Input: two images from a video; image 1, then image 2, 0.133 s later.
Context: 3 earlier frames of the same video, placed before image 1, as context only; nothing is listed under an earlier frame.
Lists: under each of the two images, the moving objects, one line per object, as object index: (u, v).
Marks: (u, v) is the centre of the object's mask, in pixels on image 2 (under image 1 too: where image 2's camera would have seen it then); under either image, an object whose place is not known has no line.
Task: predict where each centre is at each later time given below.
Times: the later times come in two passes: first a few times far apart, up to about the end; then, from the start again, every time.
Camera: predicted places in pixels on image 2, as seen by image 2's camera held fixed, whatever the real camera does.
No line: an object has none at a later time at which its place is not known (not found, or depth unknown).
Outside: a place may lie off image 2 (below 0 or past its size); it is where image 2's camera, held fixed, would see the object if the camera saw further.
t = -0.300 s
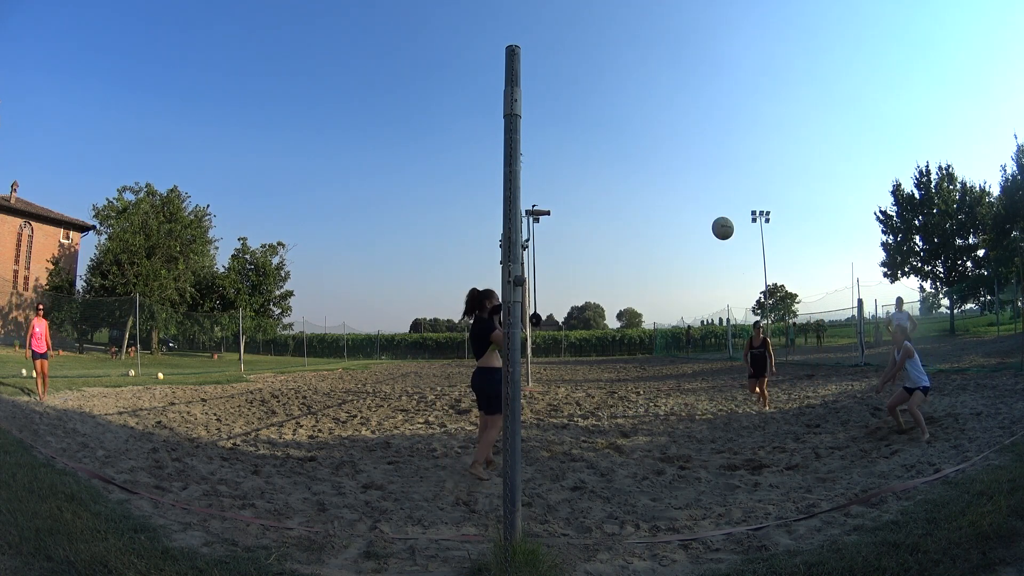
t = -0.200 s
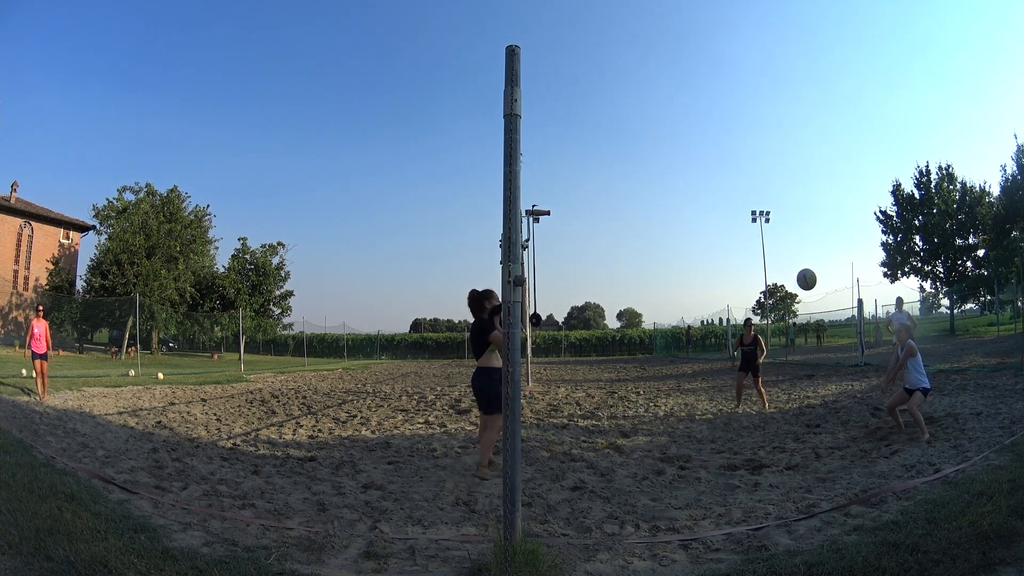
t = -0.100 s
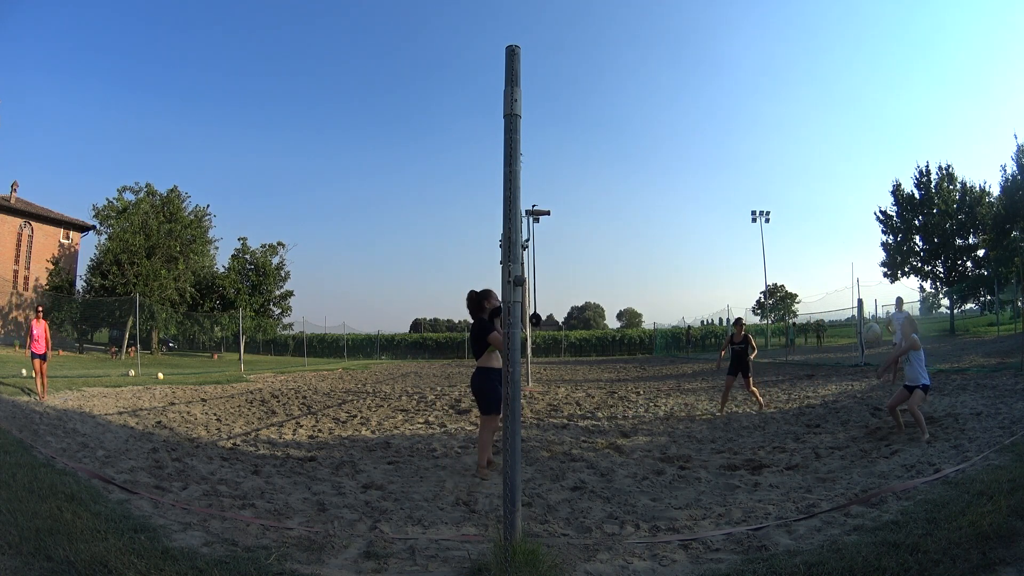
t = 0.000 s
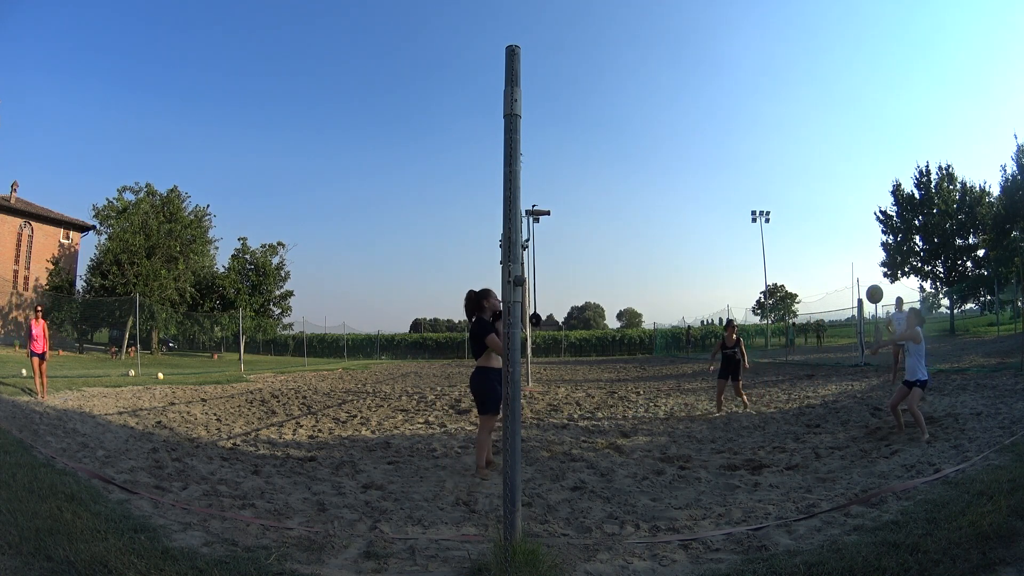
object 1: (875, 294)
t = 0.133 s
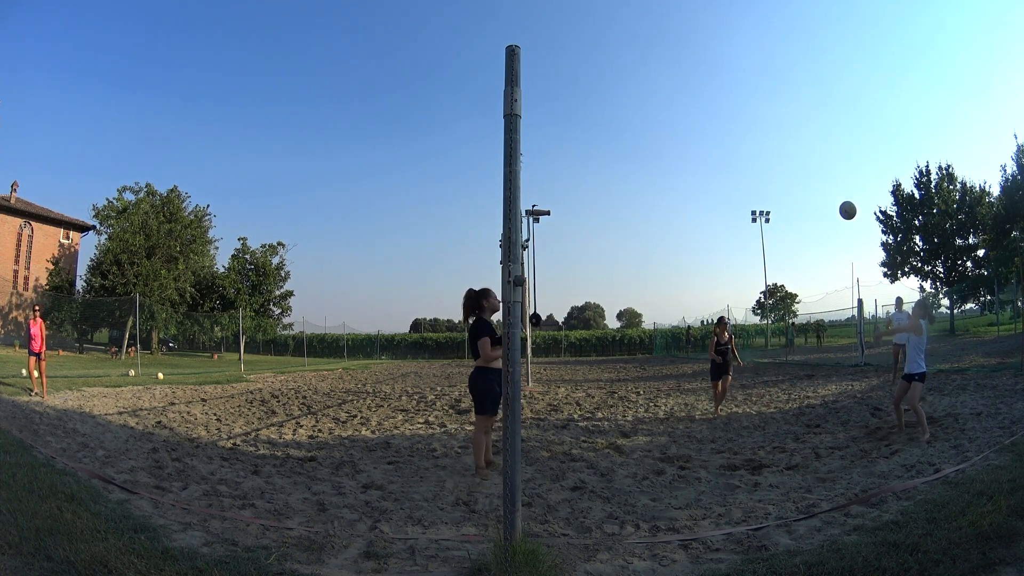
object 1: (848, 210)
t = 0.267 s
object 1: (820, 147)
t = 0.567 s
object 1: (767, 70)
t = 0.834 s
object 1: (733, 57)
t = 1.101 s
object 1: (710, 91)
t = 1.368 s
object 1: (691, 179)
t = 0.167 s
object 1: (841, 192)
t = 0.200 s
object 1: (834, 176)
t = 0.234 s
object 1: (827, 161)
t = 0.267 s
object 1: (820, 147)
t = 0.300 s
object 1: (813, 134)
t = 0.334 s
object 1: (807, 123)
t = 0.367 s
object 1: (800, 113)
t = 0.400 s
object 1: (794, 103)
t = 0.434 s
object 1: (788, 95)
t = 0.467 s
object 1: (783, 87)
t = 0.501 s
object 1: (777, 81)
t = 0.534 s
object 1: (772, 75)
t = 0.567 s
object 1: (767, 70)
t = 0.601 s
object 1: (762, 66)
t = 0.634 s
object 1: (757, 63)
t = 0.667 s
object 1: (753, 60)
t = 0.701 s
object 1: (749, 58)
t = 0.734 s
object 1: (744, 57)
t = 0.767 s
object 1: (741, 56)
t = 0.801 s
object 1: (737, 56)
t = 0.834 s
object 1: (733, 57)
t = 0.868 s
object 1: (730, 59)
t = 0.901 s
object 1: (727, 61)
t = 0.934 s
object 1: (723, 65)
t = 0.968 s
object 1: (720, 68)
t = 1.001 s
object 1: (718, 73)
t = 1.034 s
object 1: (715, 78)
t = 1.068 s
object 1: (712, 84)
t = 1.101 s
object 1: (710, 91)
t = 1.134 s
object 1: (707, 99)
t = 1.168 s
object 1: (705, 107)
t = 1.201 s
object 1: (703, 117)
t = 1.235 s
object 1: (700, 128)
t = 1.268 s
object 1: (698, 139)
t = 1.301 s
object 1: (696, 151)
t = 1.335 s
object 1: (693, 165)
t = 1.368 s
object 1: (691, 179)
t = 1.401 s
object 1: (688, 195)
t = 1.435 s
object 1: (686, 212)
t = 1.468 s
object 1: (683, 229)
